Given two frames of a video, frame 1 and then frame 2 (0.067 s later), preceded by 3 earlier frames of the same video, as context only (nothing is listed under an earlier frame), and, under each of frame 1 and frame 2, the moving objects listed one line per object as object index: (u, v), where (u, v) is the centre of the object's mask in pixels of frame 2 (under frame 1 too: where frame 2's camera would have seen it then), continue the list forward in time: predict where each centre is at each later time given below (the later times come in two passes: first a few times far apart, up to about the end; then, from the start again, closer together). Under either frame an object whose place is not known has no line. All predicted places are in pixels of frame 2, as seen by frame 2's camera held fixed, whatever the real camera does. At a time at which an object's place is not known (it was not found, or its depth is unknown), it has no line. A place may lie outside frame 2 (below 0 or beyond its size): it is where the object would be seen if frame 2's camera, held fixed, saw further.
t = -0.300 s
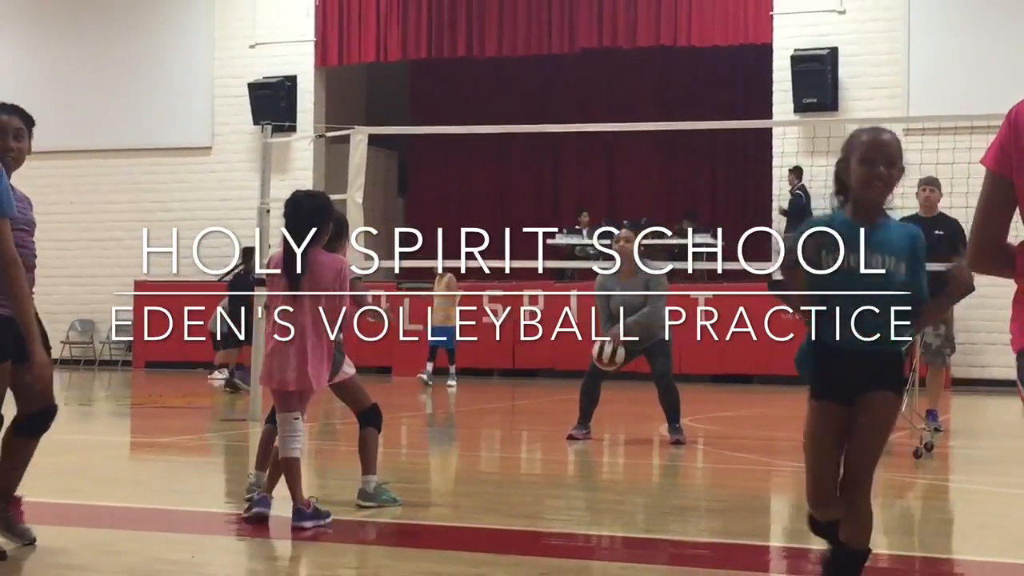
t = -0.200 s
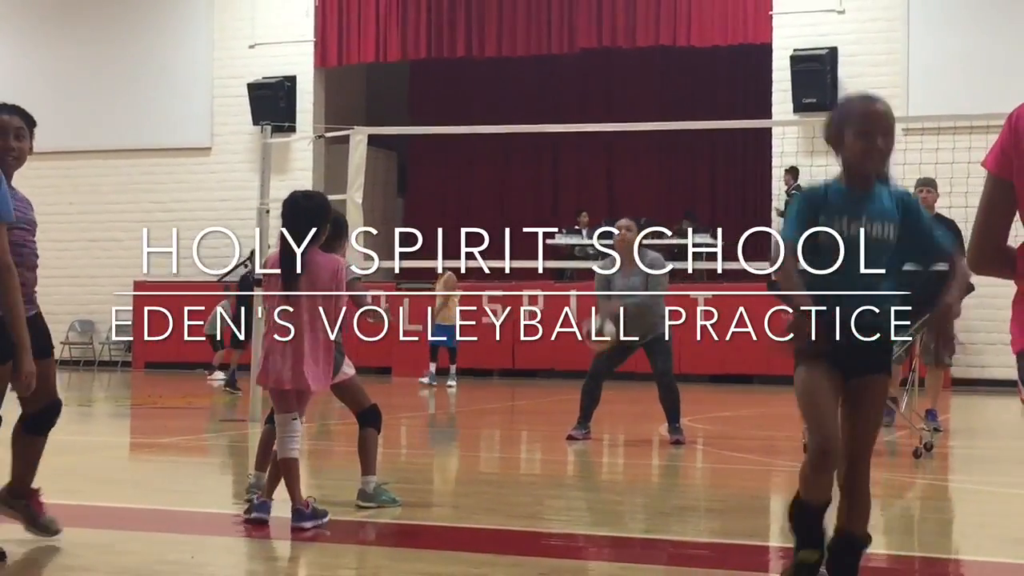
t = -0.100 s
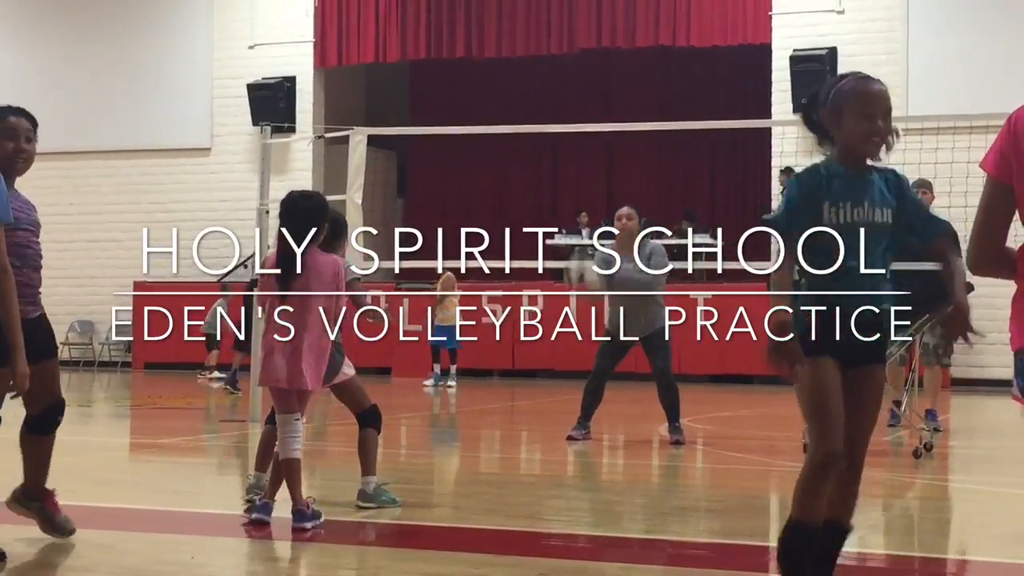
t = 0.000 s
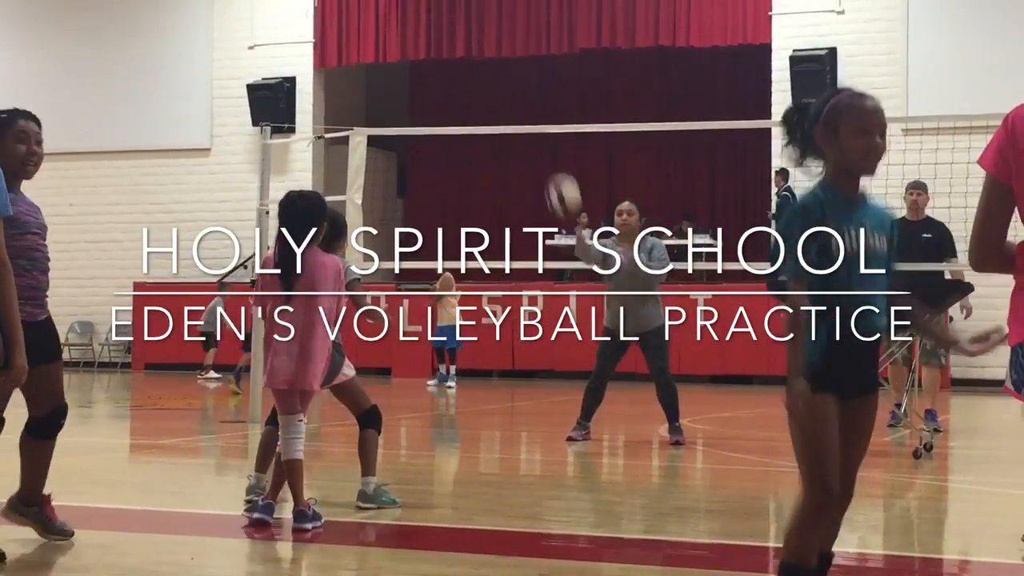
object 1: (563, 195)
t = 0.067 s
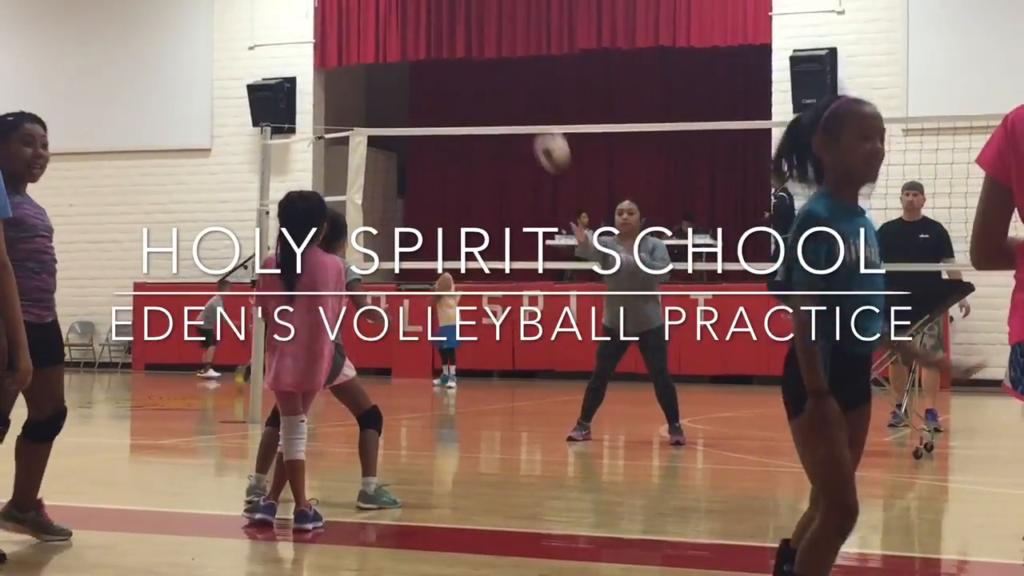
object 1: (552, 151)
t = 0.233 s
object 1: (522, 62)
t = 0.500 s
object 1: (473, 13)
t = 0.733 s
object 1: (425, 70)
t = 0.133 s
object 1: (539, 108)
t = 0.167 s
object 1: (534, 92)
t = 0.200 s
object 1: (528, 76)
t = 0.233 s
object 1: (522, 62)
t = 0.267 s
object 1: (516, 49)
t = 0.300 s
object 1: (510, 38)
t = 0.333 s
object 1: (504, 29)
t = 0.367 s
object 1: (499, 22)
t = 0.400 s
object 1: (492, 17)
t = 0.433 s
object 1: (486, 14)
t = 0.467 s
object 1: (480, 13)
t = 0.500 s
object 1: (473, 13)
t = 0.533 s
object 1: (467, 14)
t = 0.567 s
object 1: (459, 17)
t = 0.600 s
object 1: (453, 22)
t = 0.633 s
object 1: (446, 30)
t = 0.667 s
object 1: (439, 41)
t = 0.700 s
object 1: (432, 54)
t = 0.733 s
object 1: (425, 70)
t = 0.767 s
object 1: (418, 87)
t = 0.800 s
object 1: (412, 106)
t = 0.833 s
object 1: (404, 128)
